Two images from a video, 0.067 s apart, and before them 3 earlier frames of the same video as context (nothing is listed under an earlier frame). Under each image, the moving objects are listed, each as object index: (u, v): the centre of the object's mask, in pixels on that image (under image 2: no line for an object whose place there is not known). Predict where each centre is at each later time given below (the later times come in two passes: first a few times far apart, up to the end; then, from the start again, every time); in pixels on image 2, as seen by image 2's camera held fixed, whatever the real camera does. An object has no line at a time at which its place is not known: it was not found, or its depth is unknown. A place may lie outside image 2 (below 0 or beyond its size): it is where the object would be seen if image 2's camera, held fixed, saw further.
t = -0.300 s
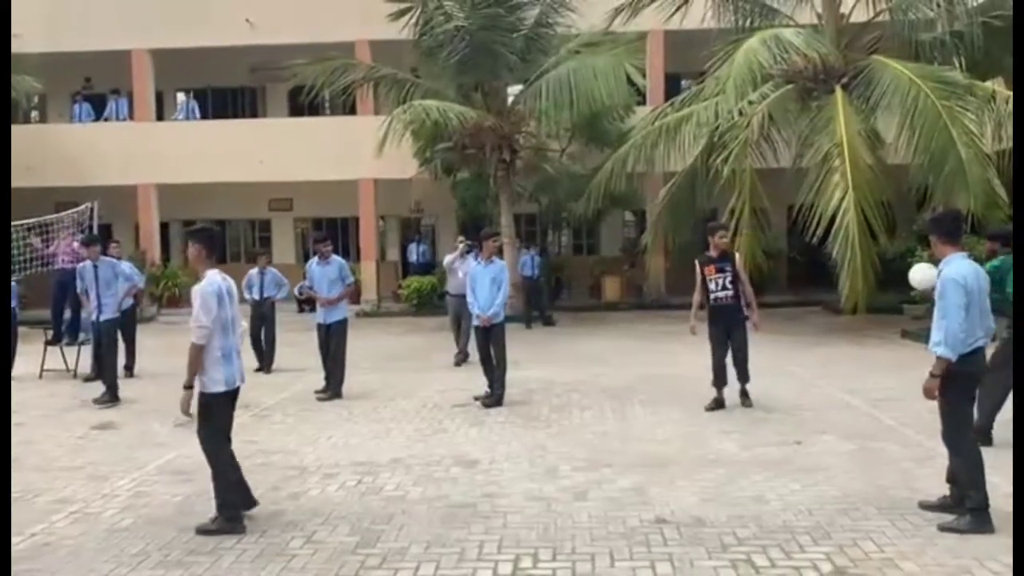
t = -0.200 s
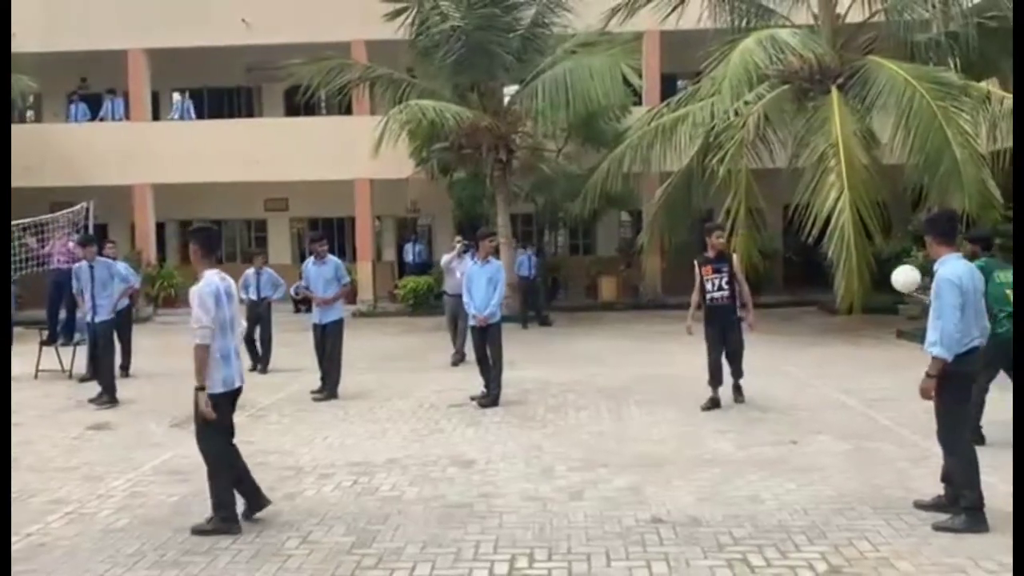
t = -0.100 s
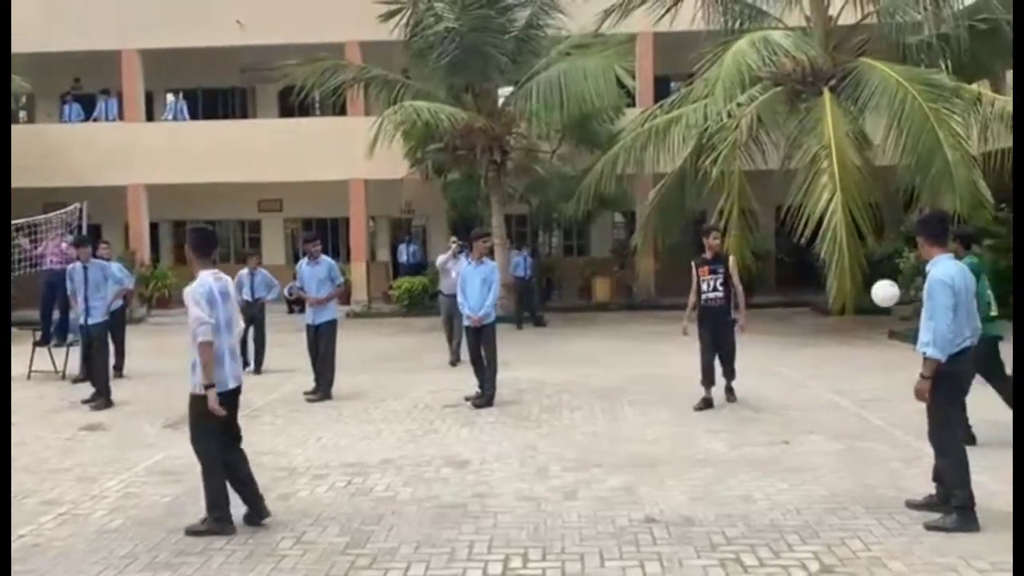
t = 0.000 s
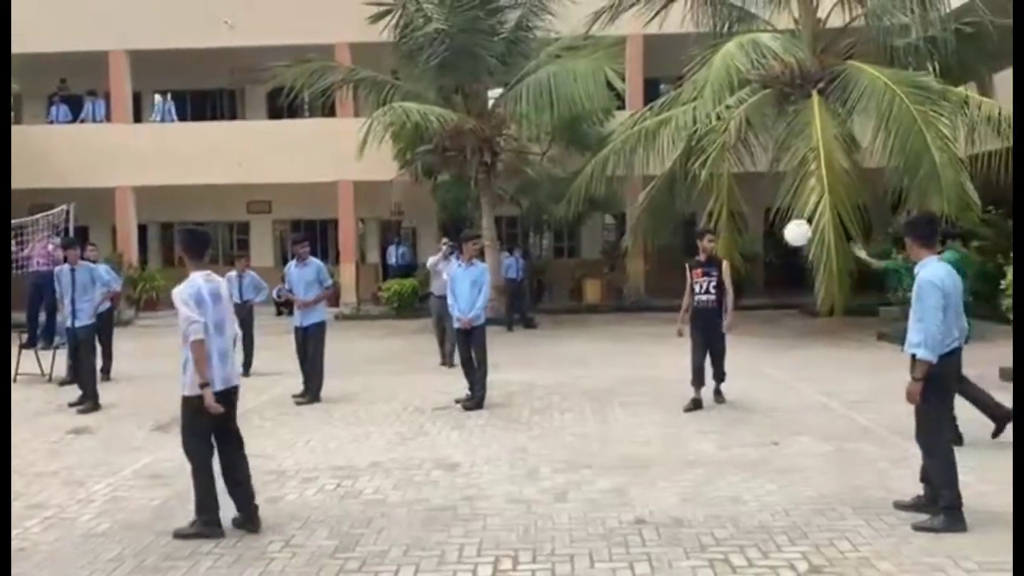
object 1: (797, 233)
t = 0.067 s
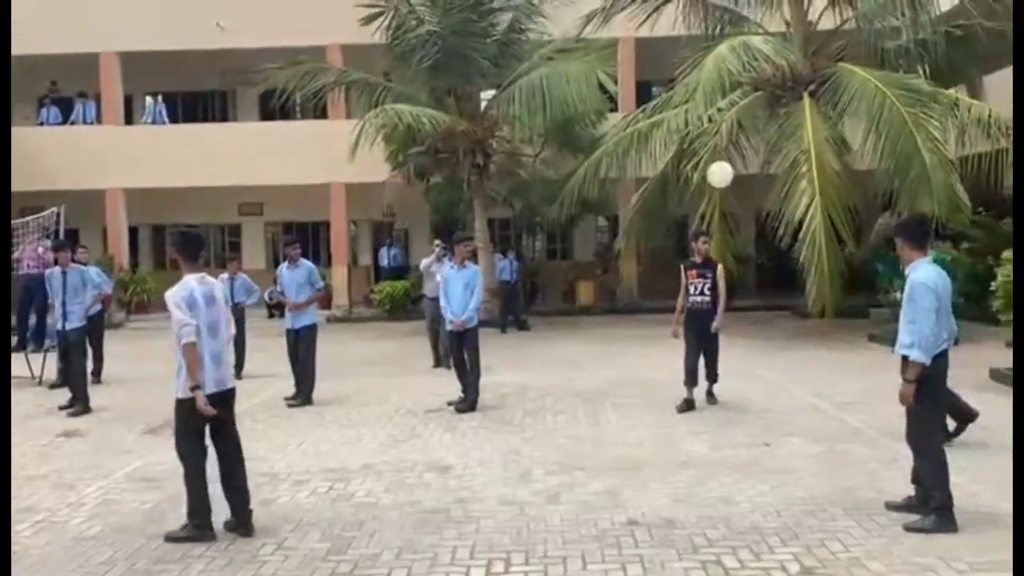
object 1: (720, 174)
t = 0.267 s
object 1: (519, 29)
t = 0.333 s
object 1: (453, -3)
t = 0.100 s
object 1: (686, 146)
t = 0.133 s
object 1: (654, 120)
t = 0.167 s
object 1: (620, 95)
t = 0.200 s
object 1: (586, 70)
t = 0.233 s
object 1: (551, 48)
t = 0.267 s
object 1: (519, 29)
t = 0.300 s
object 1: (485, 11)
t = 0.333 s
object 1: (453, -3)
